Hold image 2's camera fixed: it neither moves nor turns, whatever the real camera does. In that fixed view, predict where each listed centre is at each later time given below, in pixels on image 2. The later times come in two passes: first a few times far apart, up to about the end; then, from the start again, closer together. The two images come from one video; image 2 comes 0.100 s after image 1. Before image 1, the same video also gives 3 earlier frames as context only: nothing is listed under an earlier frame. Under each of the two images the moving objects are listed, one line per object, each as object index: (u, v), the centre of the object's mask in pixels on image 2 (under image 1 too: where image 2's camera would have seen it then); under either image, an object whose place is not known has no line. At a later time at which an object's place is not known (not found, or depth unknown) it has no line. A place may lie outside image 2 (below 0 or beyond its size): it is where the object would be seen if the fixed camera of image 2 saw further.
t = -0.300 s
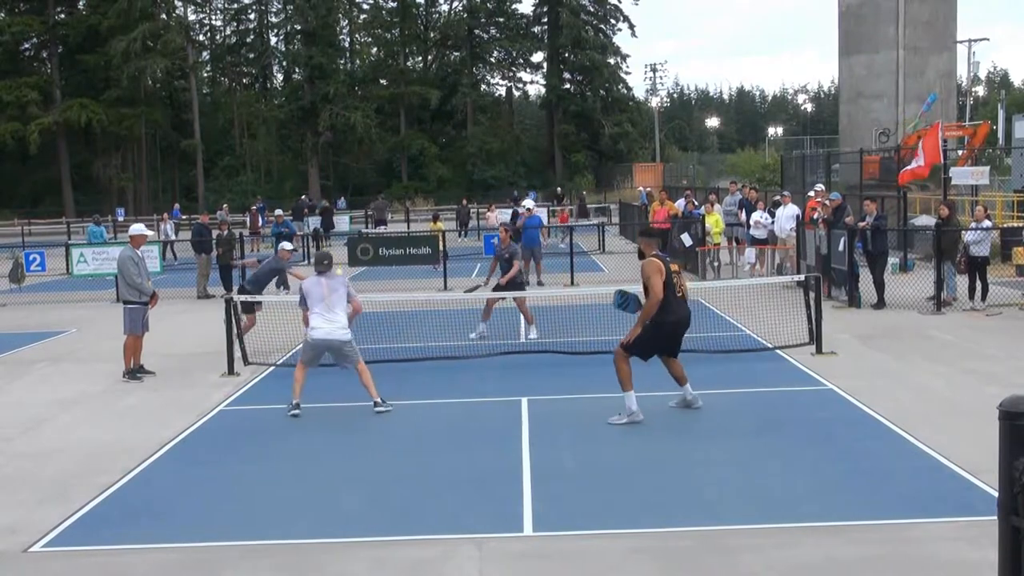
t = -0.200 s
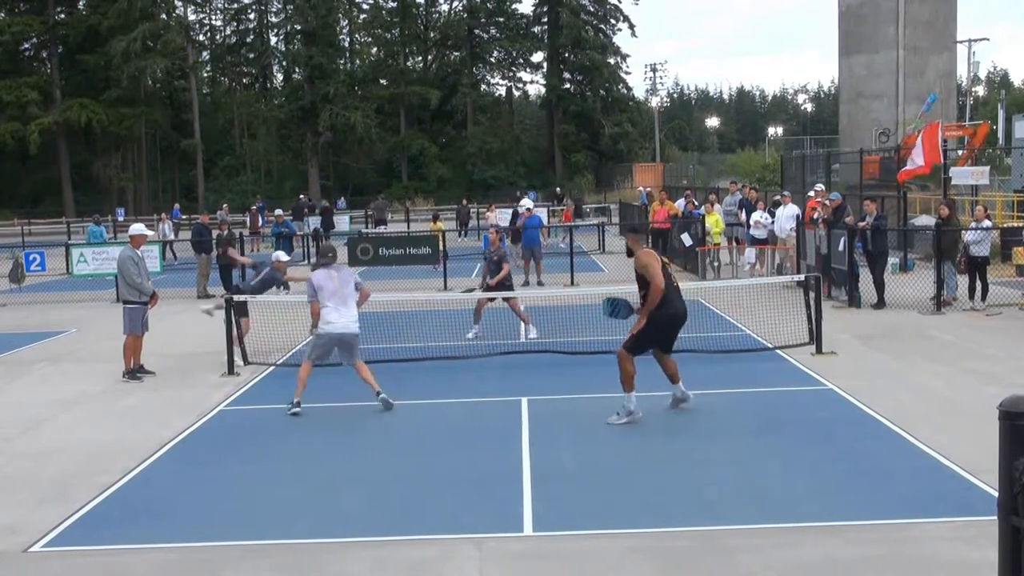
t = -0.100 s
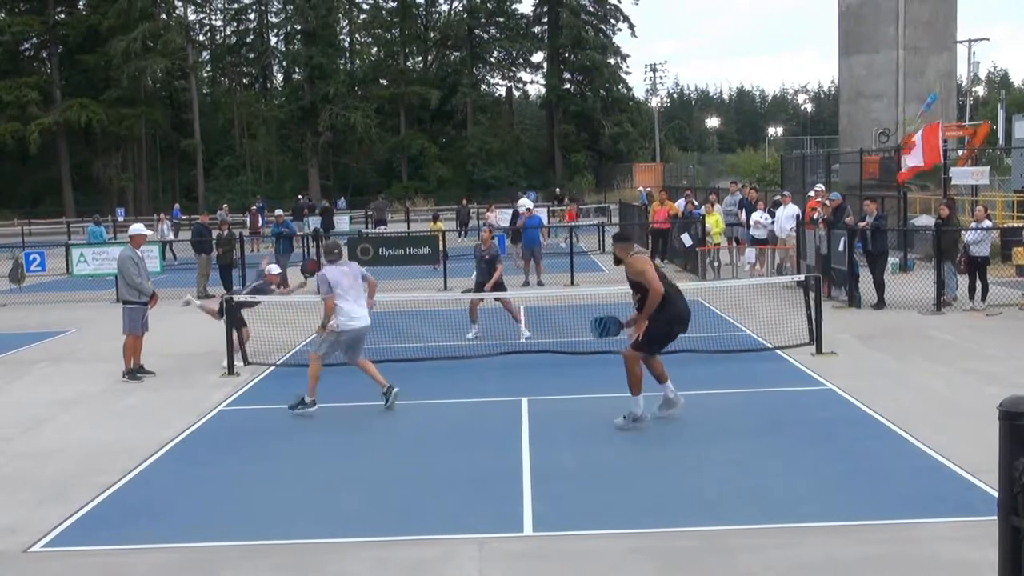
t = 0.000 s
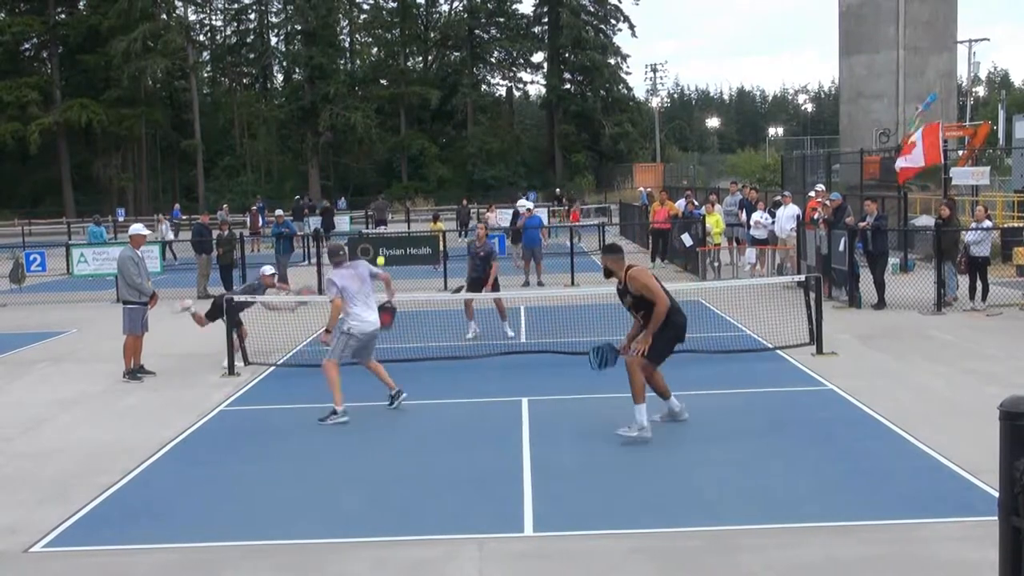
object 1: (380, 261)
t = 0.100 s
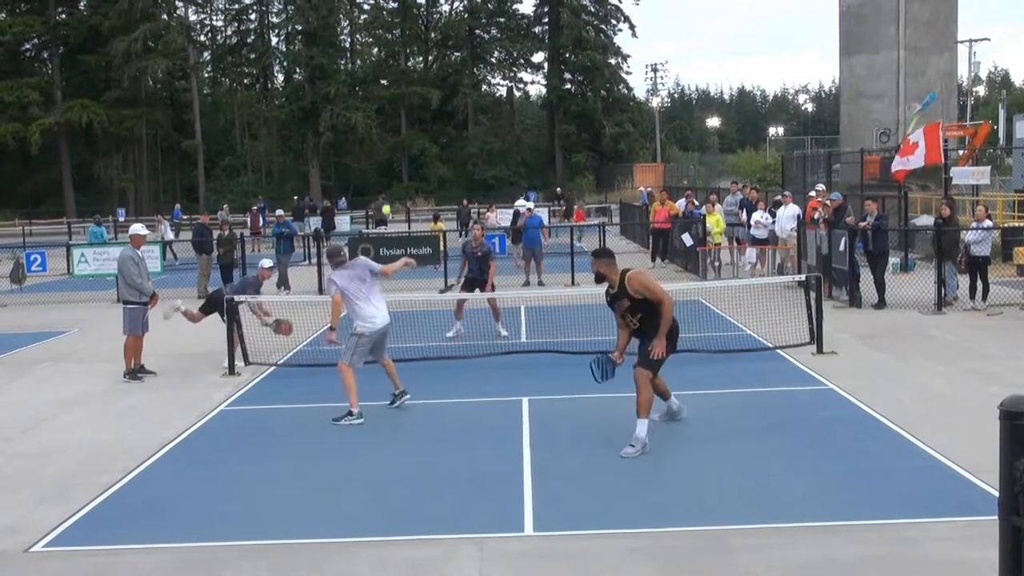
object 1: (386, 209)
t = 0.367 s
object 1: (404, 122)
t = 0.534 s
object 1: (419, 110)
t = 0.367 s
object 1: (404, 122)
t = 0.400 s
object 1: (406, 116)
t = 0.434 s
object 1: (409, 113)
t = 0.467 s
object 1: (412, 110)
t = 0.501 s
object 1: (416, 109)
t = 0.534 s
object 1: (419, 110)
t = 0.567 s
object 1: (423, 113)
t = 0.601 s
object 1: (426, 117)
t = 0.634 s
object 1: (430, 123)
